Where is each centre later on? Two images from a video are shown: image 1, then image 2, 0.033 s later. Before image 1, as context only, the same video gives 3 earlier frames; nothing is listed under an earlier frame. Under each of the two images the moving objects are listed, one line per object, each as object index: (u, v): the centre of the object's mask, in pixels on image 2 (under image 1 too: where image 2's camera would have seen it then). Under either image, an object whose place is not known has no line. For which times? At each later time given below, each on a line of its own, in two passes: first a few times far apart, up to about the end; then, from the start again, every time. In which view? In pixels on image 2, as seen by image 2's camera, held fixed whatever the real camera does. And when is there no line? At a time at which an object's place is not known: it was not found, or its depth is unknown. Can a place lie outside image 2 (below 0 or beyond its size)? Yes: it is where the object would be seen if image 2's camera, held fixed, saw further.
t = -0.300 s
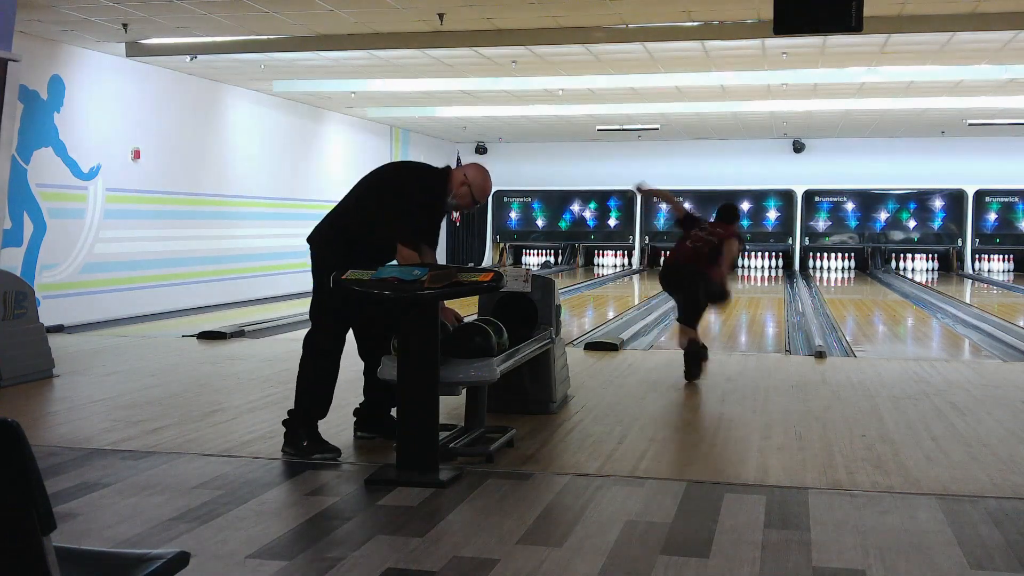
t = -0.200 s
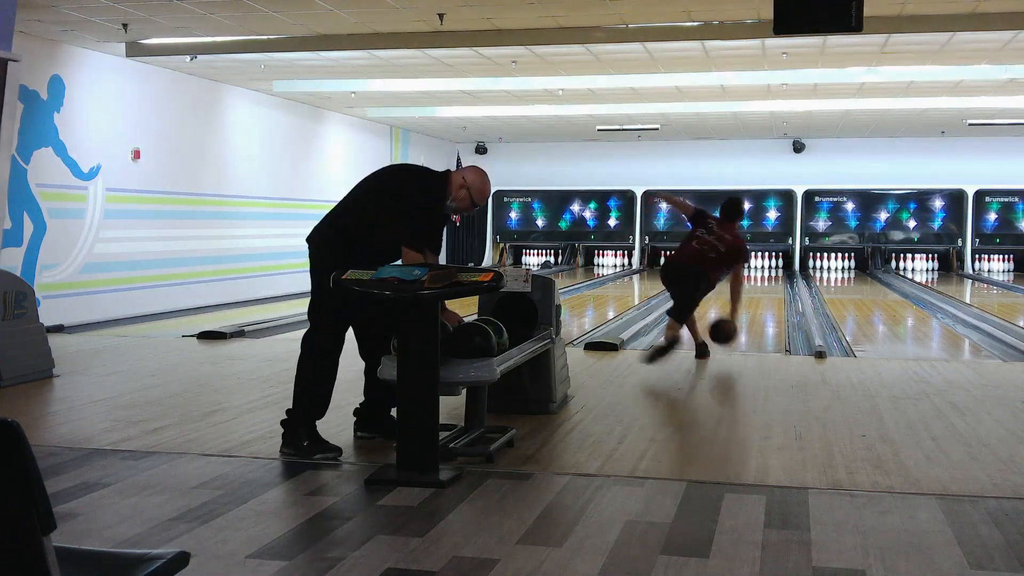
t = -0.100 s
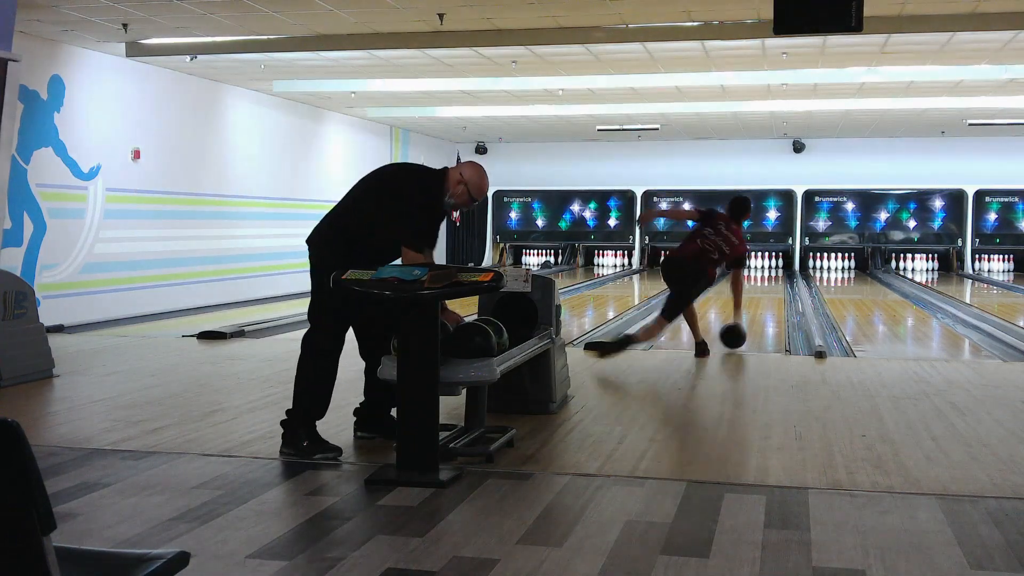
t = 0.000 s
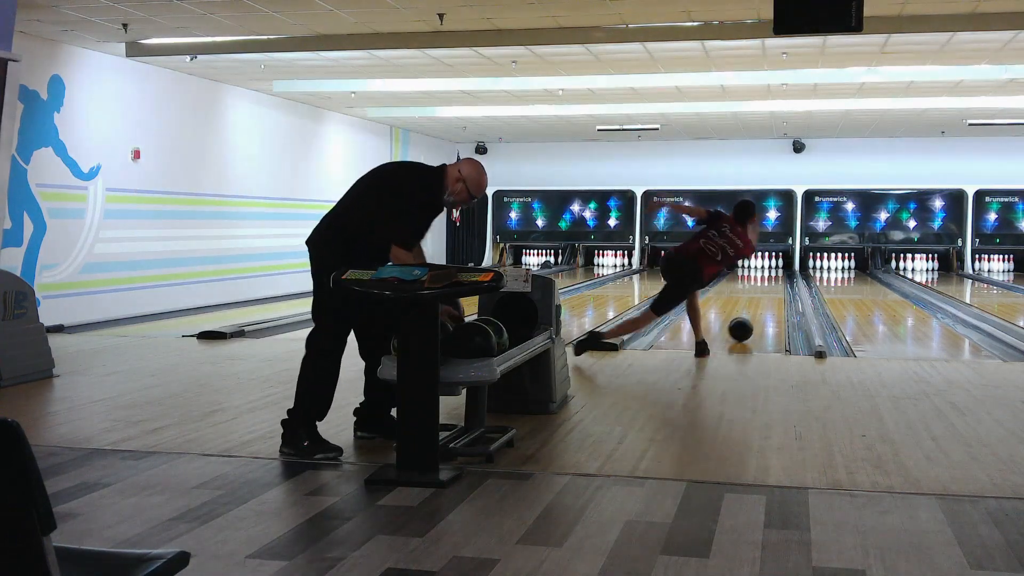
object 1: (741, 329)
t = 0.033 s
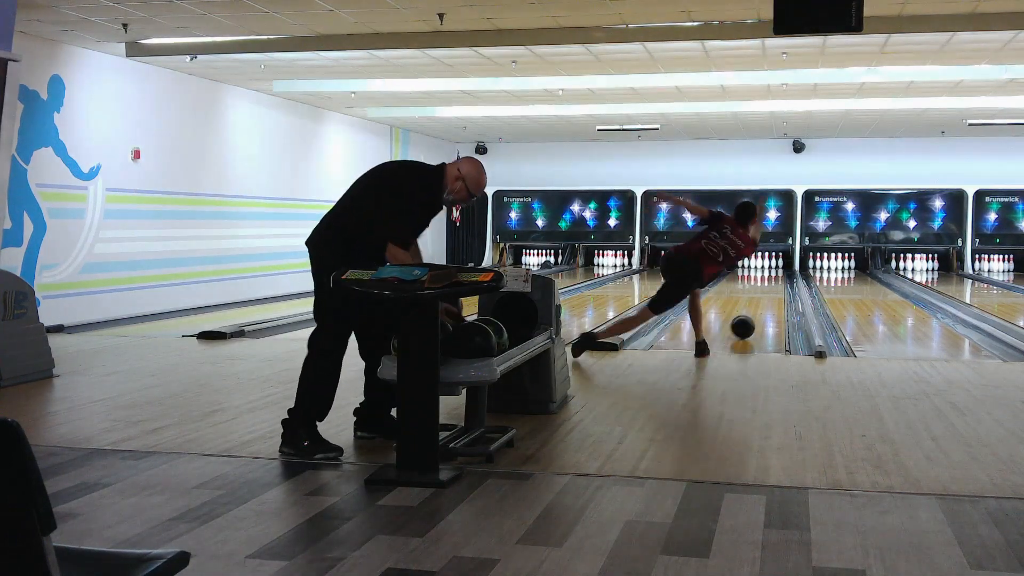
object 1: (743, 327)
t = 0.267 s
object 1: (756, 312)
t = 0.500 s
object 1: (765, 301)
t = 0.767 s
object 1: (771, 292)
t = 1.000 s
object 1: (775, 285)
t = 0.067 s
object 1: (745, 324)
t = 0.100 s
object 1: (747, 322)
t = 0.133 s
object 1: (749, 320)
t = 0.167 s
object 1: (751, 318)
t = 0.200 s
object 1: (752, 316)
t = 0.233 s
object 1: (754, 314)
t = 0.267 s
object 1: (756, 312)
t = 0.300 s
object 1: (757, 311)
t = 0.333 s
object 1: (758, 309)
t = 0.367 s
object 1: (760, 308)
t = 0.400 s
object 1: (760, 307)
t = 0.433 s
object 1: (765, 304)
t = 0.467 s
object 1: (763, 303)
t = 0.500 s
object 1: (765, 301)
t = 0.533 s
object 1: (766, 300)
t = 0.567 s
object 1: (766, 299)
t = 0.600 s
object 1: (767, 297)
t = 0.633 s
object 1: (768, 296)
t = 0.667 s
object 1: (769, 295)
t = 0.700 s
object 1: (770, 294)
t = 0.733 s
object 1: (771, 293)
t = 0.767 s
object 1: (771, 292)
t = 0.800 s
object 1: (772, 291)
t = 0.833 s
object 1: (773, 290)
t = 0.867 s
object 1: (773, 289)
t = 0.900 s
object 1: (774, 288)
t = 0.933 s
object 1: (774, 287)
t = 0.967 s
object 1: (775, 286)
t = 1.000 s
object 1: (775, 285)
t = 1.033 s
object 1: (776, 285)
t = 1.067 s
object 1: (776, 284)
